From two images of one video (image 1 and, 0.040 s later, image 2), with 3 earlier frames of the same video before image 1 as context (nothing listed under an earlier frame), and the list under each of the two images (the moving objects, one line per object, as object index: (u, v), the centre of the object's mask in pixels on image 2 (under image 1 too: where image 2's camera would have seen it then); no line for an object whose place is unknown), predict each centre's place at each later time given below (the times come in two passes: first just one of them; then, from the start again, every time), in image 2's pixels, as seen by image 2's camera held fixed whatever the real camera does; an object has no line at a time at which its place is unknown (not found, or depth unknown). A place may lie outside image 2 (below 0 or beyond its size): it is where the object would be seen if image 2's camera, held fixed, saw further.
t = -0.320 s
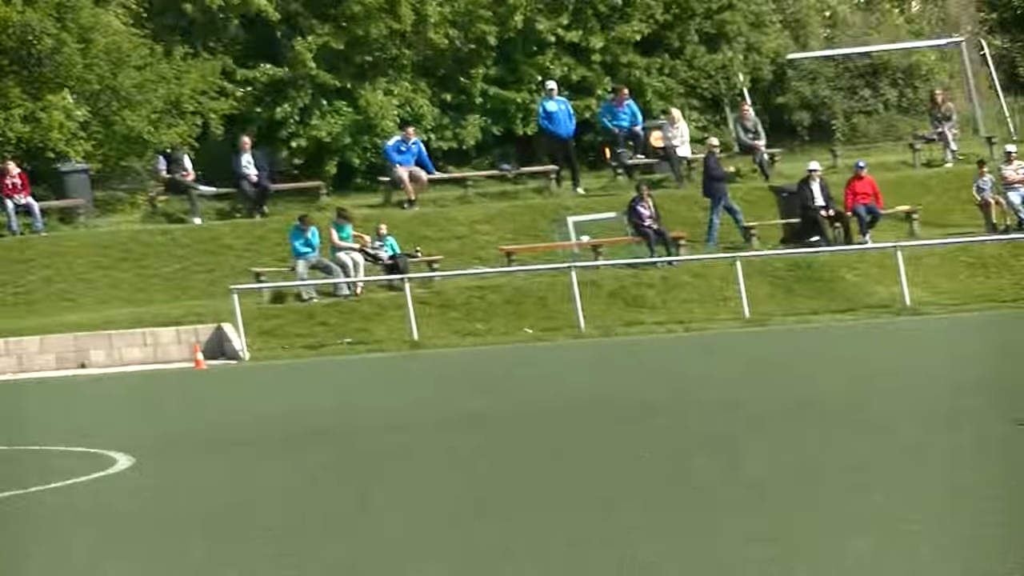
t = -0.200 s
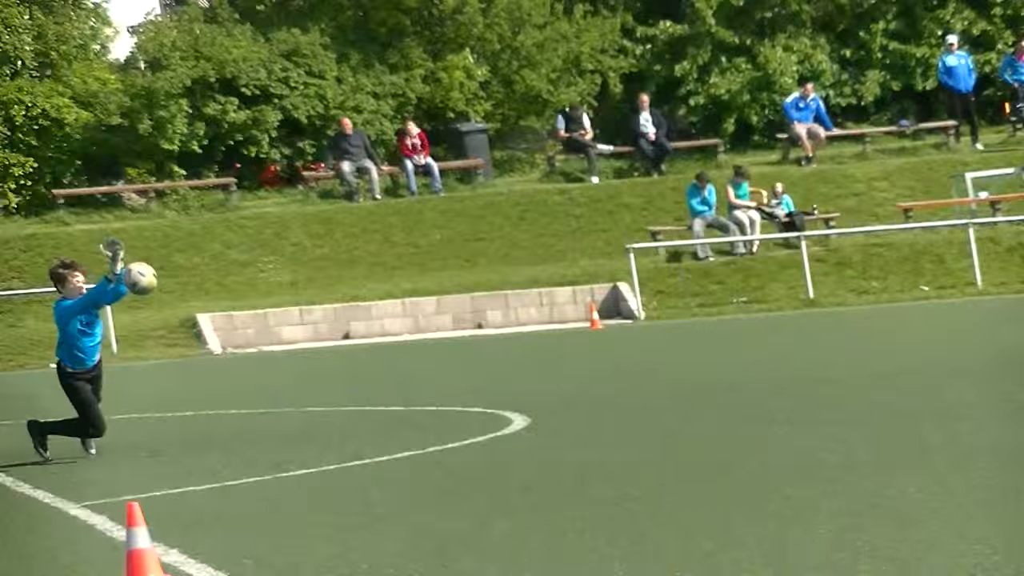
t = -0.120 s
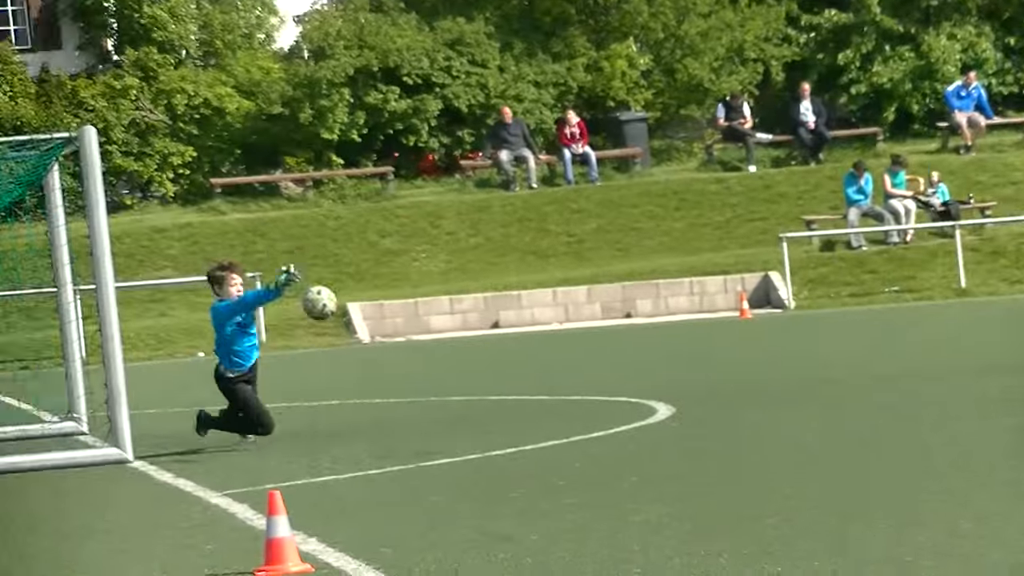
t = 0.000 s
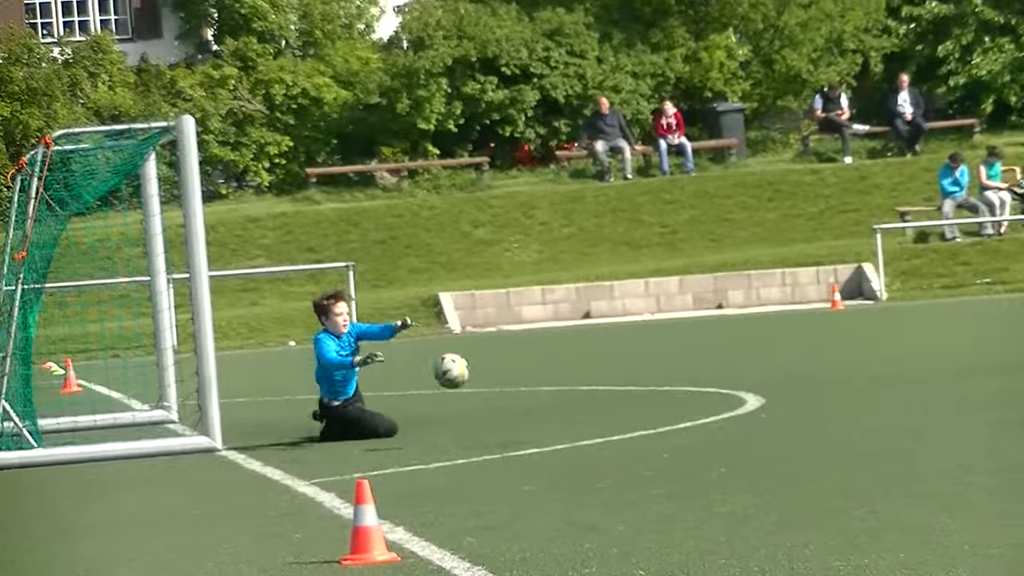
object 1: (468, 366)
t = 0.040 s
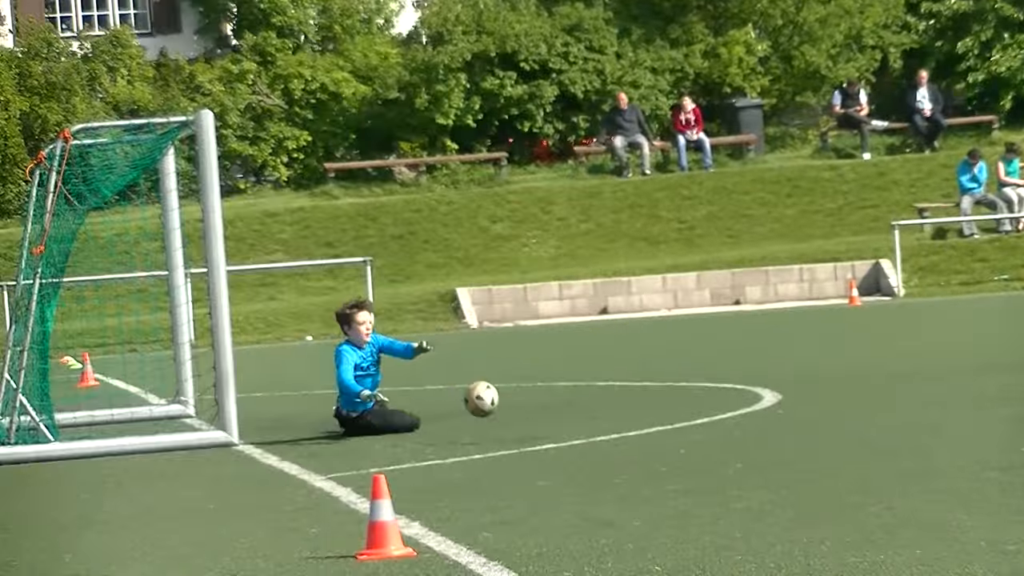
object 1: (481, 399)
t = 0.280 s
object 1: (560, 335)
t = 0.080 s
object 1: (494, 424)
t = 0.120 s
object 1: (507, 401)
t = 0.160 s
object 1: (521, 381)
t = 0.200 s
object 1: (533, 362)
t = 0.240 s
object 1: (547, 347)
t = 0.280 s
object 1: (560, 335)
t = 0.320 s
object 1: (574, 325)
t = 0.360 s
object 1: (588, 318)
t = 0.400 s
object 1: (603, 314)
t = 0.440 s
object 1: (617, 313)
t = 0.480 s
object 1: (633, 315)
